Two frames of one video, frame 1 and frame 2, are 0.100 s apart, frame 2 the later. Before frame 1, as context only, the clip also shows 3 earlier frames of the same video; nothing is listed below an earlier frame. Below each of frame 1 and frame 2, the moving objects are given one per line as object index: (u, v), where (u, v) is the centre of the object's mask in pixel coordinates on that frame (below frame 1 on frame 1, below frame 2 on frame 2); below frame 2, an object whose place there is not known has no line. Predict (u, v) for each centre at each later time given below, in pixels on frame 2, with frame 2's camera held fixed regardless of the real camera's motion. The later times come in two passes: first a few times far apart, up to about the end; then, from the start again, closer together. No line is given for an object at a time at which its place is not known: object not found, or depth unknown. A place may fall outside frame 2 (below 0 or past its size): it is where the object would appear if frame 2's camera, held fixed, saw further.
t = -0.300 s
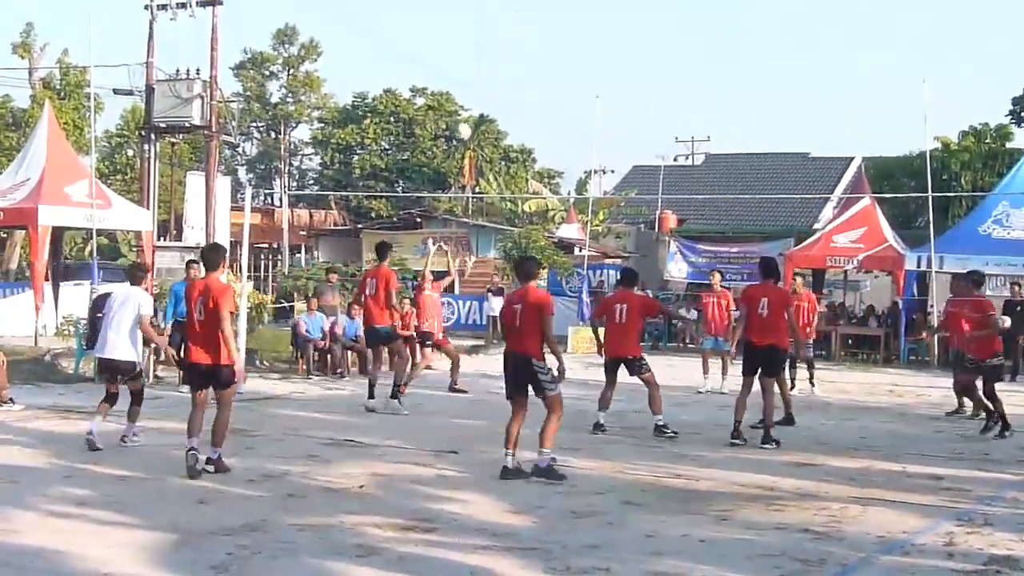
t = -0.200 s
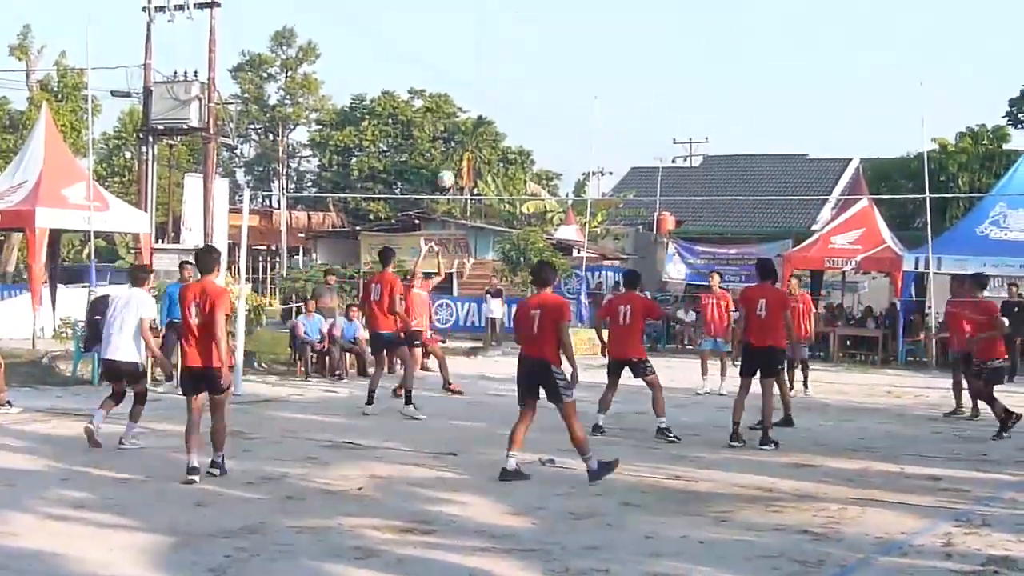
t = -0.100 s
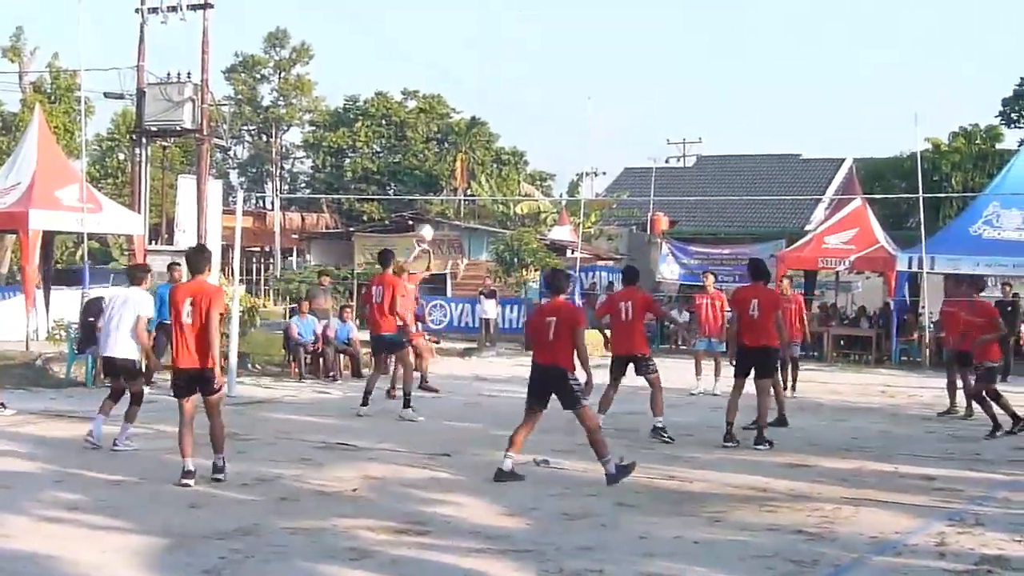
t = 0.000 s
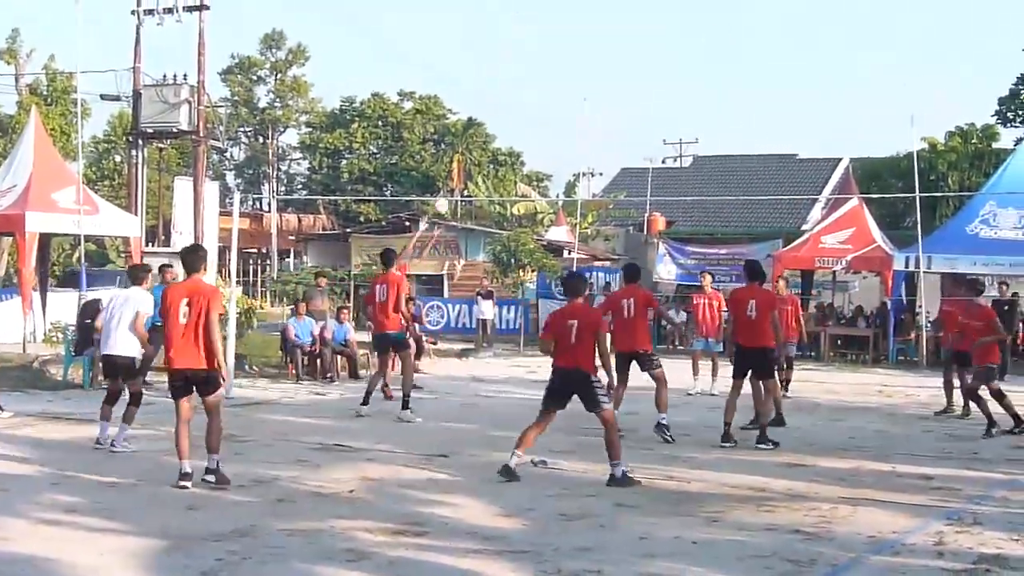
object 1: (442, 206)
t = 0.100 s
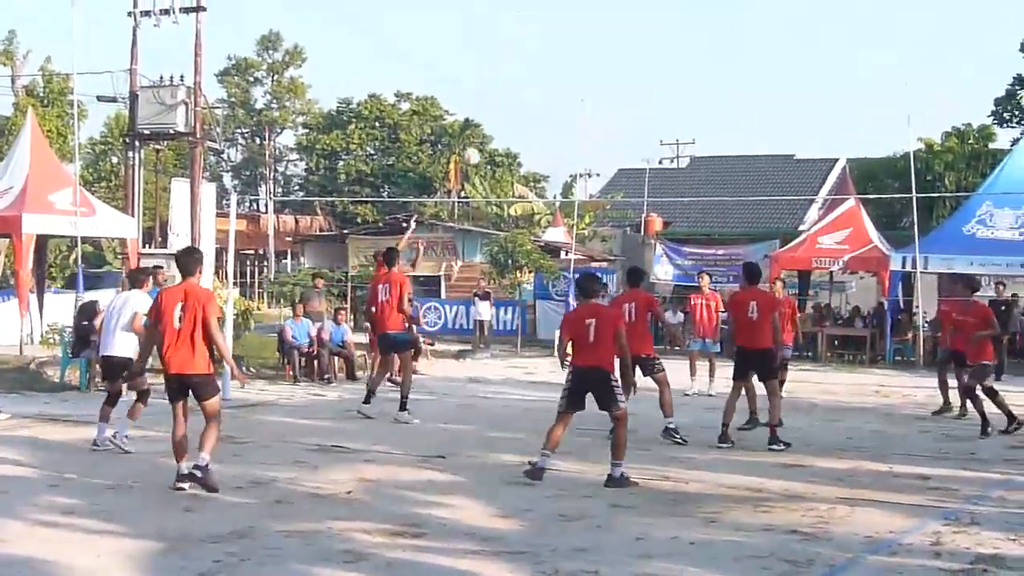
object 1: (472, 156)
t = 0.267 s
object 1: (525, 92)
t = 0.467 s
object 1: (598, 41)
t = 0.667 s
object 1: (672, 21)
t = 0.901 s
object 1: (760, 43)
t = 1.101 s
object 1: (841, 104)
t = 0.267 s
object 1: (525, 92)
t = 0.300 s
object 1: (538, 80)
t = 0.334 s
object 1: (550, 70)
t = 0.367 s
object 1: (561, 62)
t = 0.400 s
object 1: (573, 54)
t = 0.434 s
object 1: (585, 47)
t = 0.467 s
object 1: (598, 41)
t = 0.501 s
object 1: (610, 35)
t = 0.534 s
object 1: (622, 31)
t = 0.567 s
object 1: (635, 27)
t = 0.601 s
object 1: (646, 24)
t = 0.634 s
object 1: (659, 21)
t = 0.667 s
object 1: (672, 21)
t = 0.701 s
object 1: (683, 22)
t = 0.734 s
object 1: (696, 22)
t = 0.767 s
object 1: (709, 24)
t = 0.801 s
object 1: (722, 27)
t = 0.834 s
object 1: (734, 32)
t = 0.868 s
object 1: (747, 38)
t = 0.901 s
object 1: (760, 43)
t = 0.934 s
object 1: (774, 51)
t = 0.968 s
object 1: (785, 59)
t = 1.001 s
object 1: (800, 69)
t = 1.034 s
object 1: (813, 79)
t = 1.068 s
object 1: (826, 92)
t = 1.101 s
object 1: (841, 104)
